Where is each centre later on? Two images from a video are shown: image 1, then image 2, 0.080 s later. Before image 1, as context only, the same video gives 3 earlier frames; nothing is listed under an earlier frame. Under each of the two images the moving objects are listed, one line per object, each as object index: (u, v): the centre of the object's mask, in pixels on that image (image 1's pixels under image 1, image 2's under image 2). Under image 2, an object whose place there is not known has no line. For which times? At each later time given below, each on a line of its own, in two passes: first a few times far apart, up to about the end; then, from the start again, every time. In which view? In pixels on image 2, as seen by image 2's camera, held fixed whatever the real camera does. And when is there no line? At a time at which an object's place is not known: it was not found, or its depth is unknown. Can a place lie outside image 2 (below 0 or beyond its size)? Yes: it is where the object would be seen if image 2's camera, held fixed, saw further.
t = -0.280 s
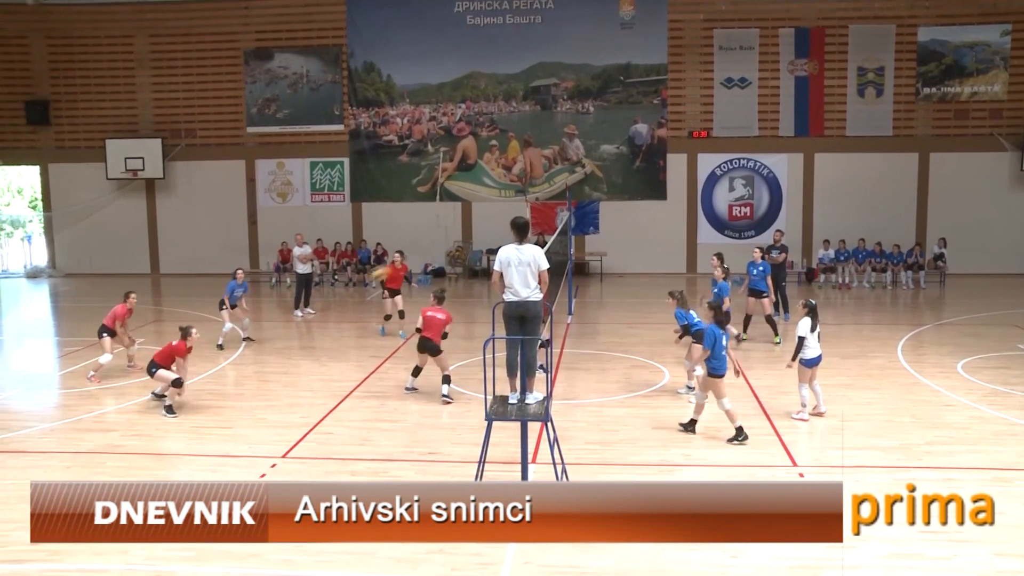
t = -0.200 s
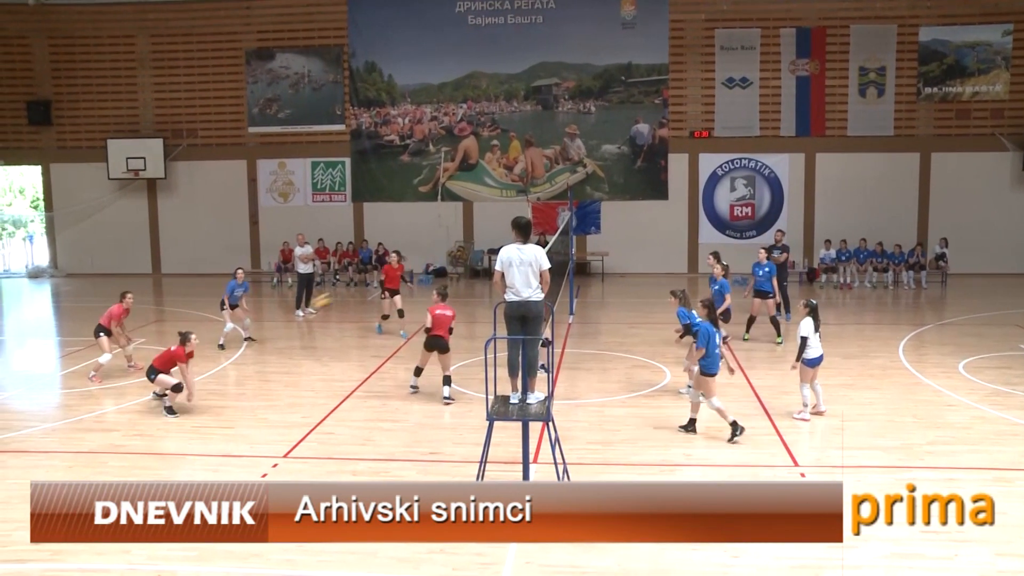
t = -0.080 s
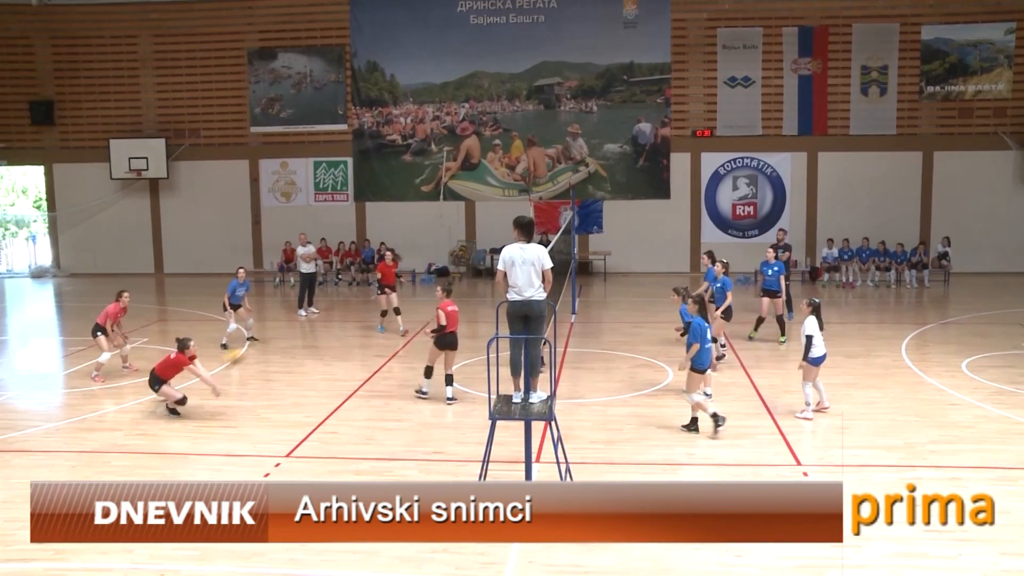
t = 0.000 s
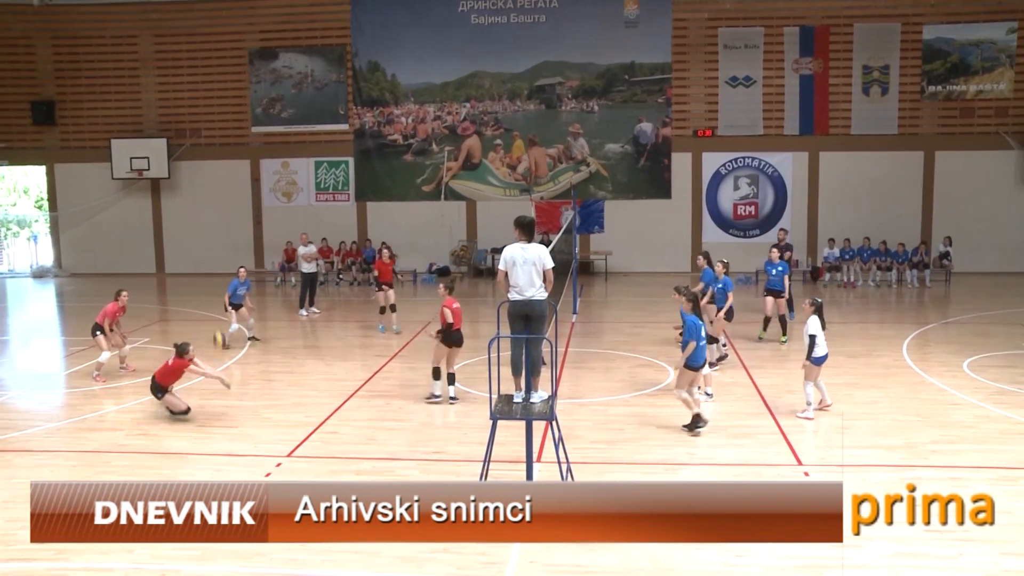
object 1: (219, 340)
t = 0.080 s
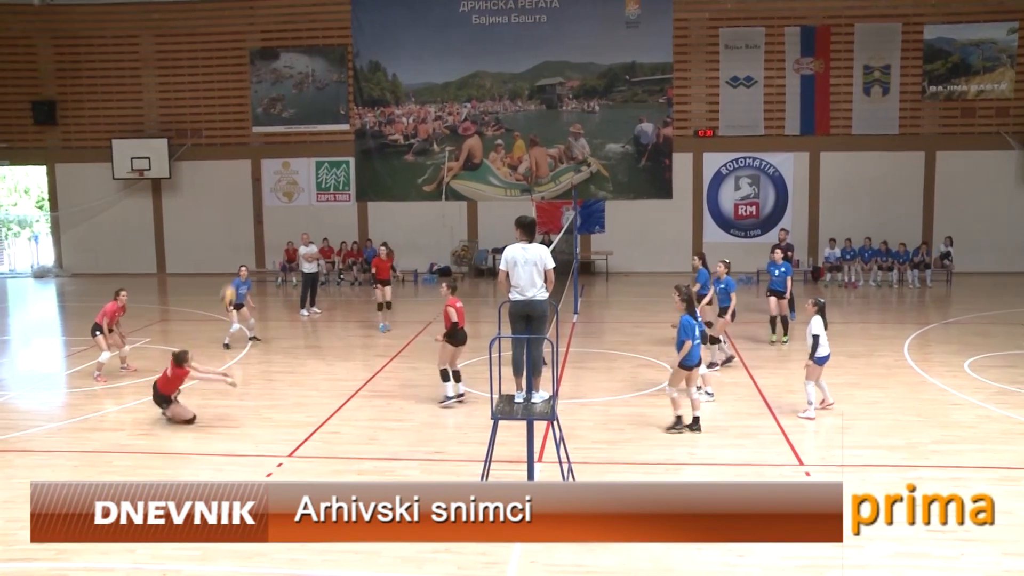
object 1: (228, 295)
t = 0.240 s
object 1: (243, 214)
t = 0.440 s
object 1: (261, 136)
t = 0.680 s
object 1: (287, 75)
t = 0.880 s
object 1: (311, 59)
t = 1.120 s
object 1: (344, 88)
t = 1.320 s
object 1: (376, 158)
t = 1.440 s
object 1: (399, 222)
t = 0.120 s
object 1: (231, 272)
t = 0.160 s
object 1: (234, 253)
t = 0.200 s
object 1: (238, 235)
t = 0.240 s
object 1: (243, 214)
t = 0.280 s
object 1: (246, 197)
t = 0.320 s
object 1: (250, 180)
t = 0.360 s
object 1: (253, 162)
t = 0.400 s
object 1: (257, 150)
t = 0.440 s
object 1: (261, 136)
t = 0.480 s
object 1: (266, 122)
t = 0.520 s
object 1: (269, 111)
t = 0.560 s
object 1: (273, 102)
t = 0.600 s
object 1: (278, 91)
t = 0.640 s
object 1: (283, 82)
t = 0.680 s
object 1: (287, 75)
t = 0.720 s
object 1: (291, 68)
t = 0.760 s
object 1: (294, 64)
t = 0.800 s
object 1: (301, 62)
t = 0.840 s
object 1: (306, 59)
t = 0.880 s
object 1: (311, 59)
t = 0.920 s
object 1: (316, 59)
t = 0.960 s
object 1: (319, 62)
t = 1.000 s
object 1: (326, 67)
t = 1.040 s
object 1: (332, 73)
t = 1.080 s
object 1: (339, 79)
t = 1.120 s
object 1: (344, 88)
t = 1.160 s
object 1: (348, 99)
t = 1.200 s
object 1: (356, 112)
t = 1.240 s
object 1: (364, 125)
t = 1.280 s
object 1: (370, 141)
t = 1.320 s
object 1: (376, 158)
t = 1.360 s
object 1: (383, 178)
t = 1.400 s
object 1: (391, 198)
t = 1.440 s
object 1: (399, 222)
